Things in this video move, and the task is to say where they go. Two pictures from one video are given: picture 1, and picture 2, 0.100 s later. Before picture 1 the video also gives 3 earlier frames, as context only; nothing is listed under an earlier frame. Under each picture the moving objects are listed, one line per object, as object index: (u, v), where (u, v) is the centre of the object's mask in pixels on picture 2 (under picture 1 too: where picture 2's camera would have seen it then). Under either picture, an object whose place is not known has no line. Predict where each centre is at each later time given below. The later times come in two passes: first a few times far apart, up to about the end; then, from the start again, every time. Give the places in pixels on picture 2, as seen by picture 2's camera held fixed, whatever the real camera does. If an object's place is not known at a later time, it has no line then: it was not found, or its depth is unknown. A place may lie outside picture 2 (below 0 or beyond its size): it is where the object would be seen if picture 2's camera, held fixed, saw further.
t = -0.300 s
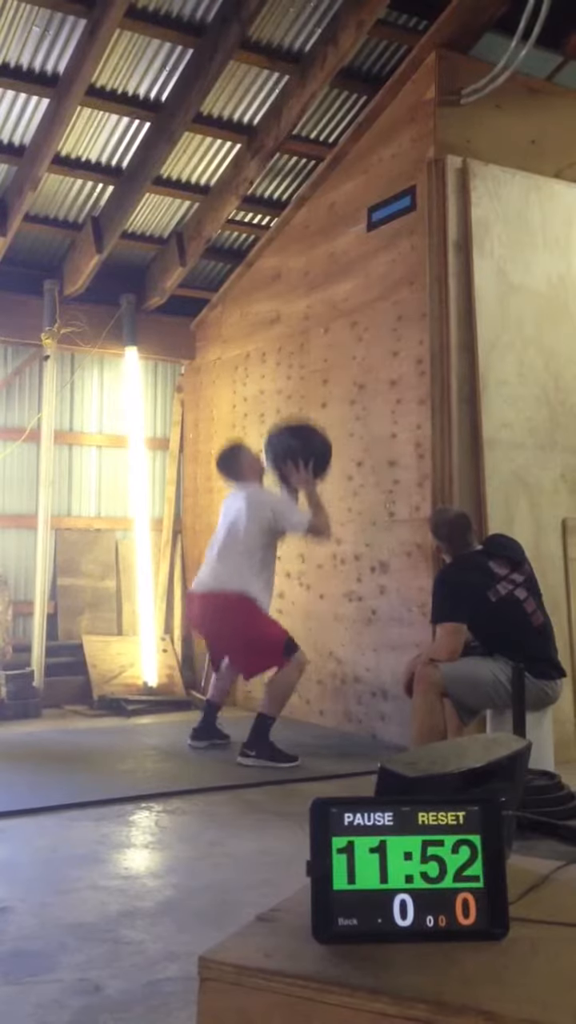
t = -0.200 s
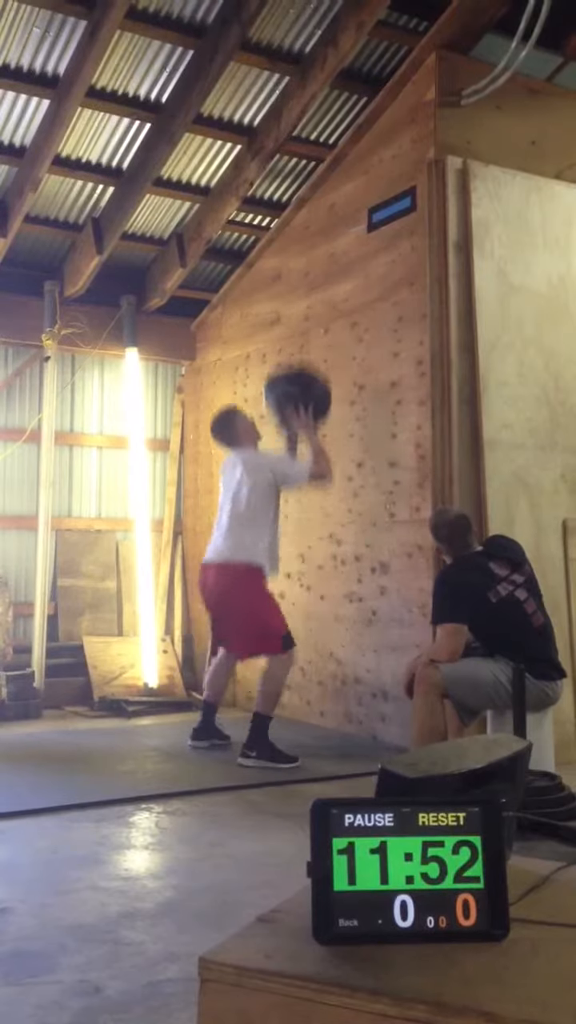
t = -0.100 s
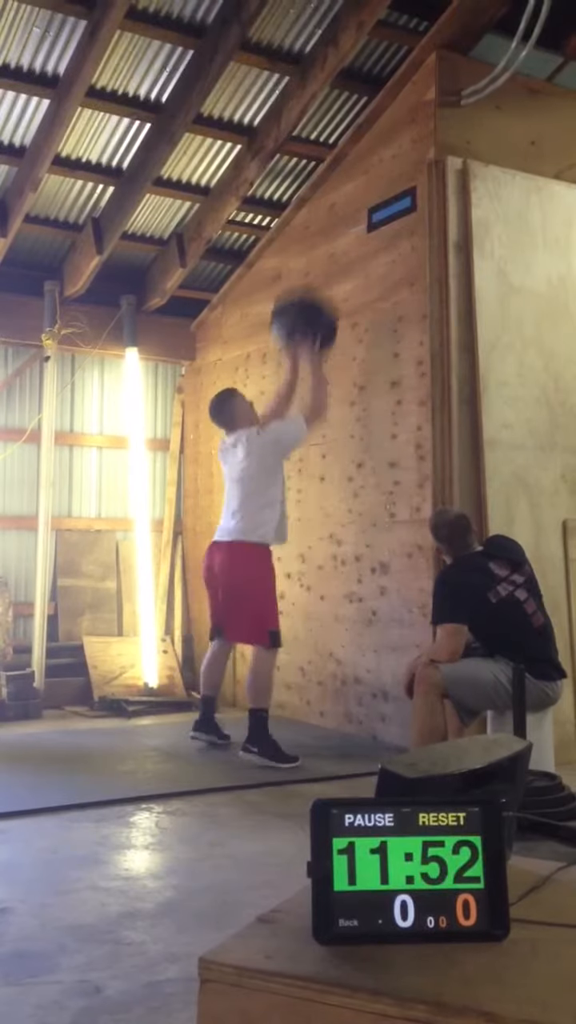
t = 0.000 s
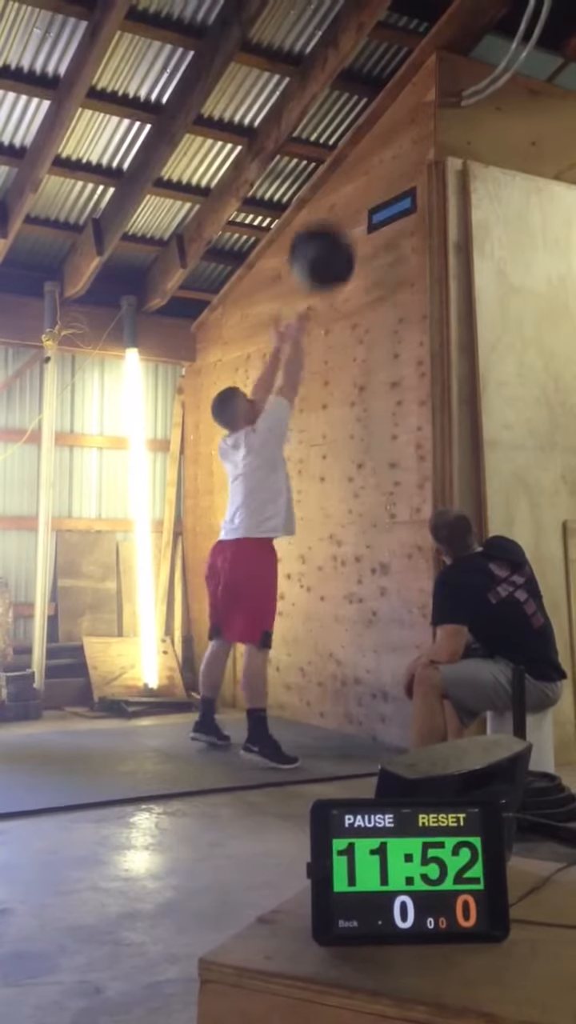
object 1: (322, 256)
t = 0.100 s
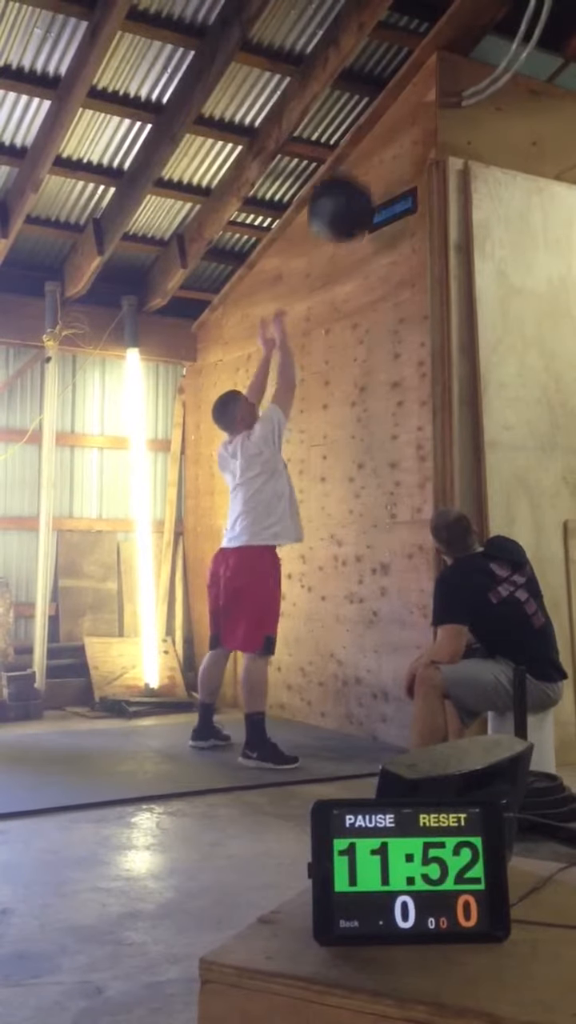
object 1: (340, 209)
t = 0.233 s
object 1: (364, 171)
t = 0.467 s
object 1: (357, 175)
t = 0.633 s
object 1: (340, 237)
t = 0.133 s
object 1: (346, 195)
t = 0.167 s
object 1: (353, 185)
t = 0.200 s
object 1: (358, 178)
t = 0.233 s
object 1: (364, 171)
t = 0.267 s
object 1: (371, 167)
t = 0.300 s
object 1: (374, 164)
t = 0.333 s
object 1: (372, 163)
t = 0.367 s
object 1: (365, 163)
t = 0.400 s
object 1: (363, 165)
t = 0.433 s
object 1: (360, 169)
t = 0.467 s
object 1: (357, 175)
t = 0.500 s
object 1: (354, 183)
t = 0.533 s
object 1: (350, 193)
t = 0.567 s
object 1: (346, 206)
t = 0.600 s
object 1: (343, 220)
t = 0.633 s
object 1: (340, 237)
